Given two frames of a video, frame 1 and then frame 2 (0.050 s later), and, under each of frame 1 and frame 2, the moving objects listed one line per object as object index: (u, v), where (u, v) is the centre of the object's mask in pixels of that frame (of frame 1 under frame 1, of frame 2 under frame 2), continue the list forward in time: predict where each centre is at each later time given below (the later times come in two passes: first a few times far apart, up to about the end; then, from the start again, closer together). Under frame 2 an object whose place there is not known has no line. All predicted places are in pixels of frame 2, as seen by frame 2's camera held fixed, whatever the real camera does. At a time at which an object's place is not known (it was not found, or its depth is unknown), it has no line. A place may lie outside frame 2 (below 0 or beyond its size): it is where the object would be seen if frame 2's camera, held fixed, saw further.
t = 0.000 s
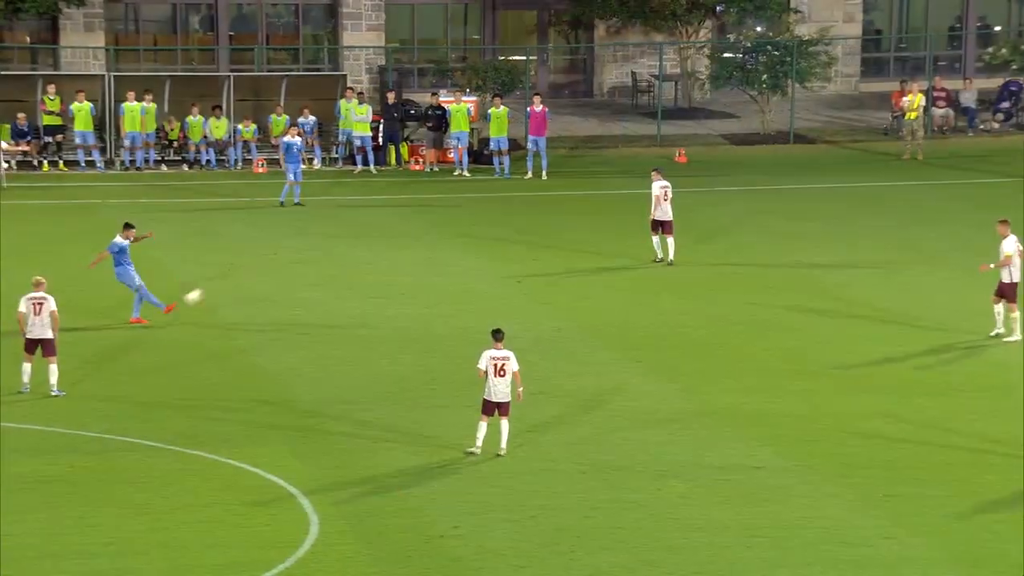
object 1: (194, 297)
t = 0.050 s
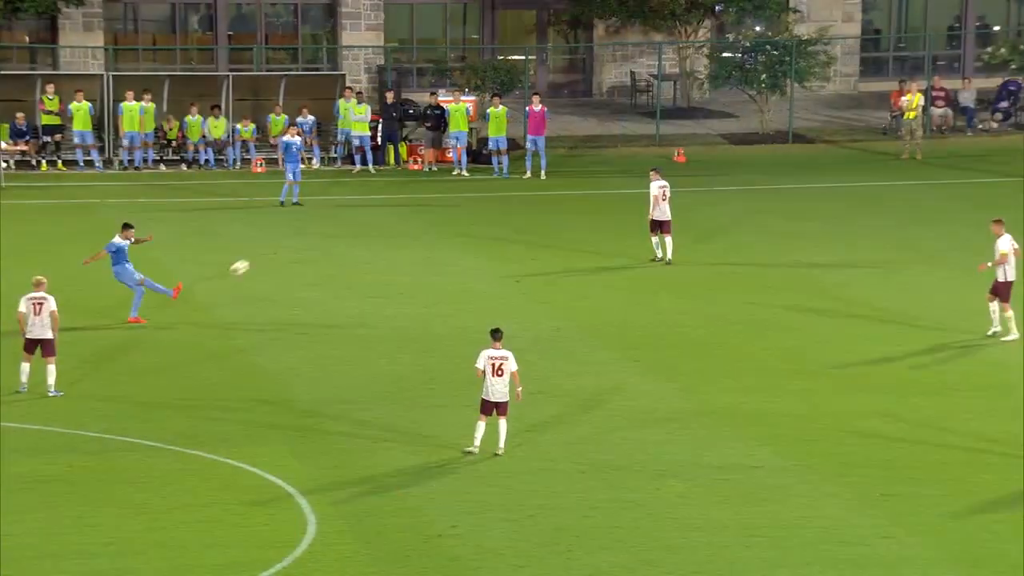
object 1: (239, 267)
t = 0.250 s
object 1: (416, 171)
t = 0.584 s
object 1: (659, 59)
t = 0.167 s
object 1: (345, 208)
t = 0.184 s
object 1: (360, 200)
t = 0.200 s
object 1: (374, 192)
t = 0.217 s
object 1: (388, 185)
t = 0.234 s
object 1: (402, 178)
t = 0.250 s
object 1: (416, 171)
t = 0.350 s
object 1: (495, 131)
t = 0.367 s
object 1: (508, 125)
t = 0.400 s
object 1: (533, 113)
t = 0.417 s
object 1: (545, 107)
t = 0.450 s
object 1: (567, 97)
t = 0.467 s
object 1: (579, 92)
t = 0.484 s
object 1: (591, 87)
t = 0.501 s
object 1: (602, 82)
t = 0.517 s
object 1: (614, 77)
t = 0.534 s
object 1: (625, 72)
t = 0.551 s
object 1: (636, 67)
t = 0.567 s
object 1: (647, 63)
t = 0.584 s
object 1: (659, 59)
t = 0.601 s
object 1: (669, 55)
